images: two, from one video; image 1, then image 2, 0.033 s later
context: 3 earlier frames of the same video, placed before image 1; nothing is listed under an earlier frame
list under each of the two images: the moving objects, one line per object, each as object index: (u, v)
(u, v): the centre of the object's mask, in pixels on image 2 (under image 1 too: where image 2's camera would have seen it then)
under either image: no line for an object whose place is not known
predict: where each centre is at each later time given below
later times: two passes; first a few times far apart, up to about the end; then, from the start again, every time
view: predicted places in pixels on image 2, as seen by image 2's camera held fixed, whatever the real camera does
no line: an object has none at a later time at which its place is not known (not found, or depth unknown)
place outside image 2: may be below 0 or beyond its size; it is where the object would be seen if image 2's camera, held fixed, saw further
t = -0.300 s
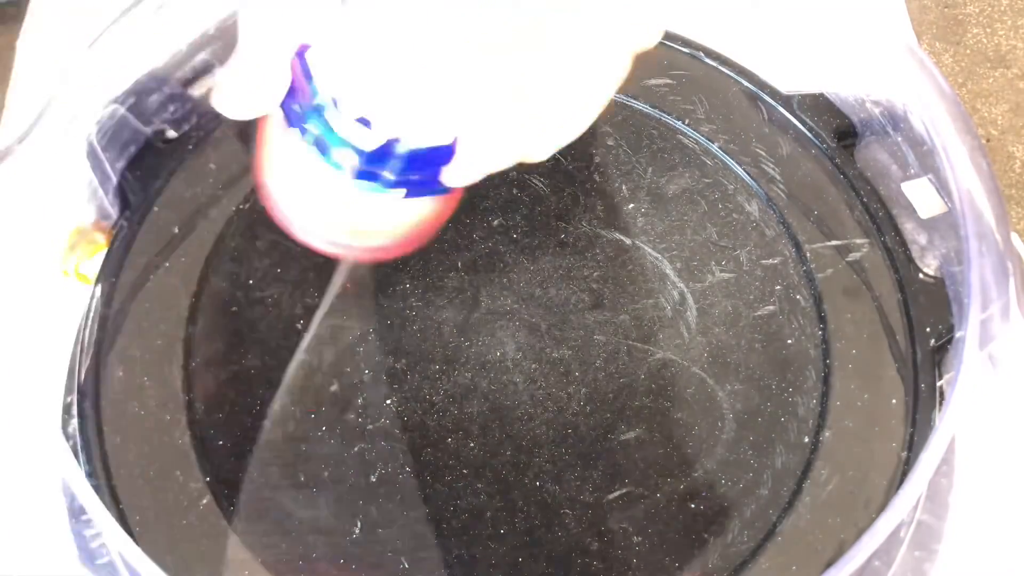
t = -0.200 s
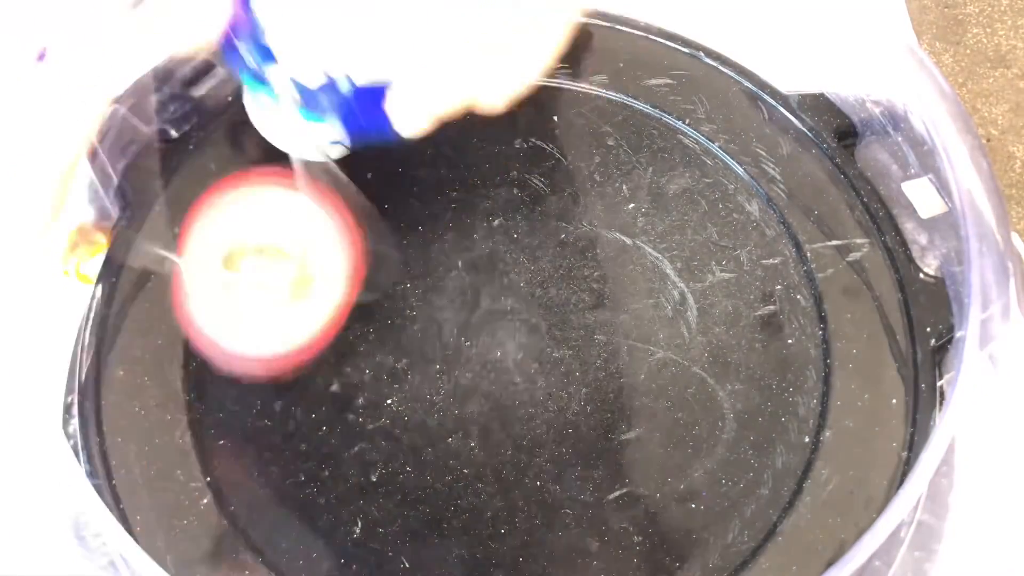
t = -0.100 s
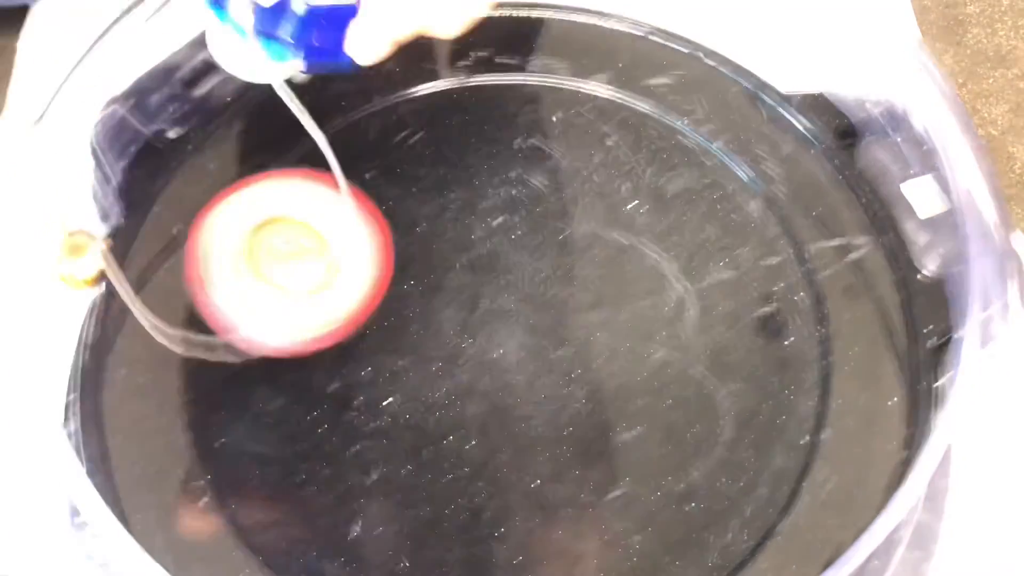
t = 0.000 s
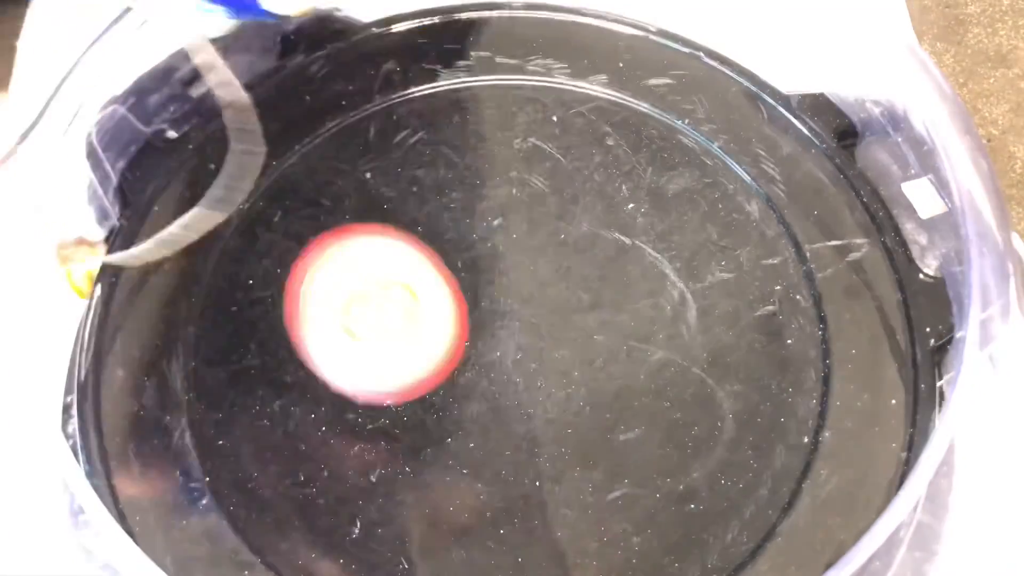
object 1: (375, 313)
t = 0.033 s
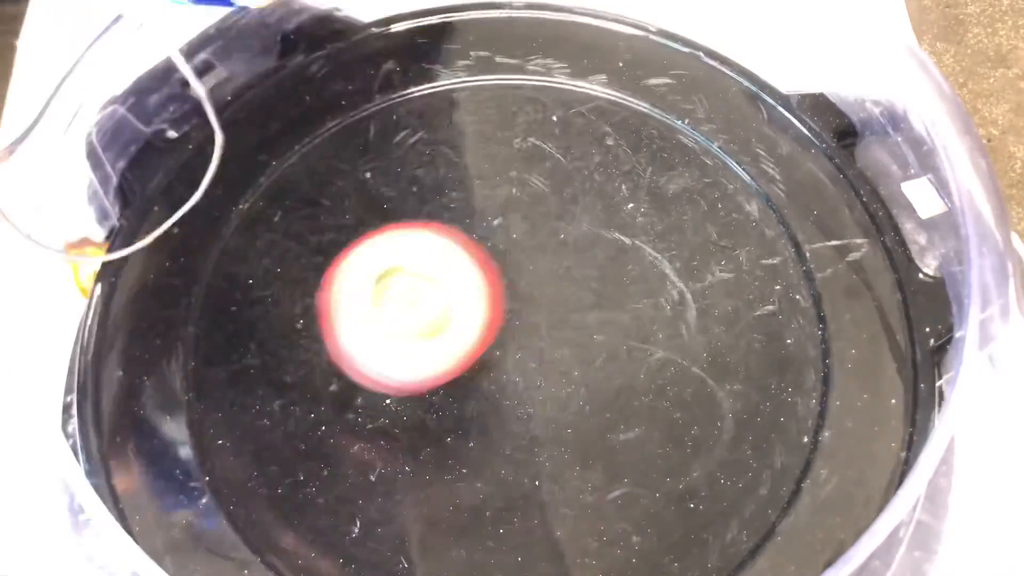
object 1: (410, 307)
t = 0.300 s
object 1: (656, 243)
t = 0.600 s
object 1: (535, 102)
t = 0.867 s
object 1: (213, 245)
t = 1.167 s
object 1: (753, 486)
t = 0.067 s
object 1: (447, 293)
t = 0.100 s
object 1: (482, 295)
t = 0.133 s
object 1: (518, 303)
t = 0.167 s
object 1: (553, 287)
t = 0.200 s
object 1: (584, 280)
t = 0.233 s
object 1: (614, 274)
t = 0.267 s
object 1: (637, 259)
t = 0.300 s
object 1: (656, 243)
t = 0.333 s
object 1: (668, 224)
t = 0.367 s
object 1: (673, 205)
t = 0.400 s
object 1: (673, 185)
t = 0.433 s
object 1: (665, 166)
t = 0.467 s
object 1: (651, 149)
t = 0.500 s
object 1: (631, 133)
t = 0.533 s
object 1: (604, 119)
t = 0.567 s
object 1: (572, 109)
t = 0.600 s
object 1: (535, 102)
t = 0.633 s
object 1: (498, 98)
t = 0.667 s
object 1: (456, 100)
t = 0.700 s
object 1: (413, 106)
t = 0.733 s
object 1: (368, 117)
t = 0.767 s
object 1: (320, 134)
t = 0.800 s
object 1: (276, 158)
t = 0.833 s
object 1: (238, 195)
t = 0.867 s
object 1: (213, 245)
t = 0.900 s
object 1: (207, 308)
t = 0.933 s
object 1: (223, 378)
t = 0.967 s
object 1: (259, 449)
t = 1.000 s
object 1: (310, 496)
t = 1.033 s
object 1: (377, 525)
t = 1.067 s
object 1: (473, 540)
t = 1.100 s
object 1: (585, 533)
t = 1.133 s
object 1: (677, 516)
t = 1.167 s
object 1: (753, 486)
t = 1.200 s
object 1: (801, 414)
